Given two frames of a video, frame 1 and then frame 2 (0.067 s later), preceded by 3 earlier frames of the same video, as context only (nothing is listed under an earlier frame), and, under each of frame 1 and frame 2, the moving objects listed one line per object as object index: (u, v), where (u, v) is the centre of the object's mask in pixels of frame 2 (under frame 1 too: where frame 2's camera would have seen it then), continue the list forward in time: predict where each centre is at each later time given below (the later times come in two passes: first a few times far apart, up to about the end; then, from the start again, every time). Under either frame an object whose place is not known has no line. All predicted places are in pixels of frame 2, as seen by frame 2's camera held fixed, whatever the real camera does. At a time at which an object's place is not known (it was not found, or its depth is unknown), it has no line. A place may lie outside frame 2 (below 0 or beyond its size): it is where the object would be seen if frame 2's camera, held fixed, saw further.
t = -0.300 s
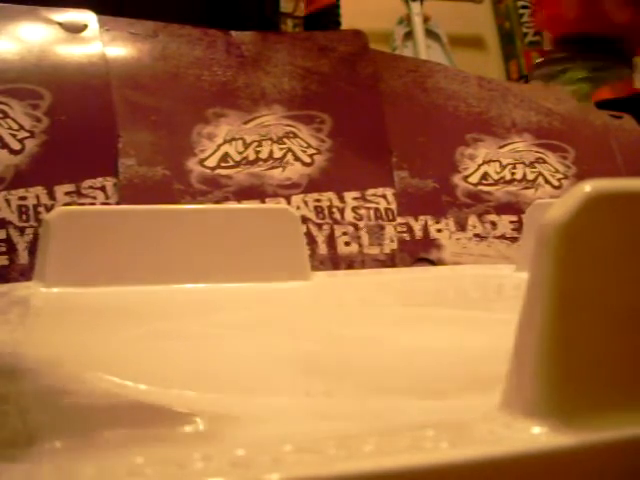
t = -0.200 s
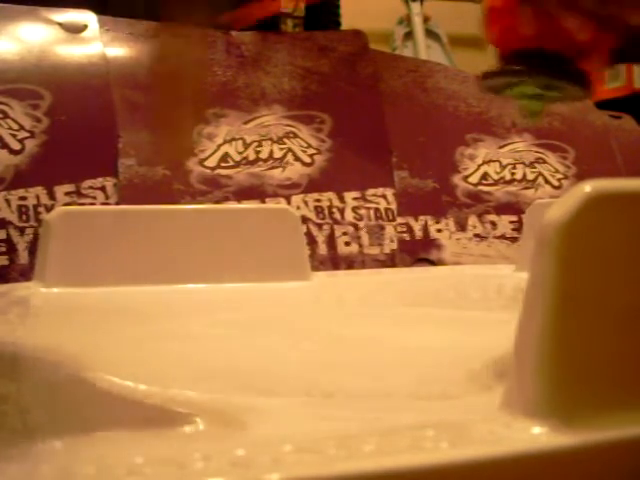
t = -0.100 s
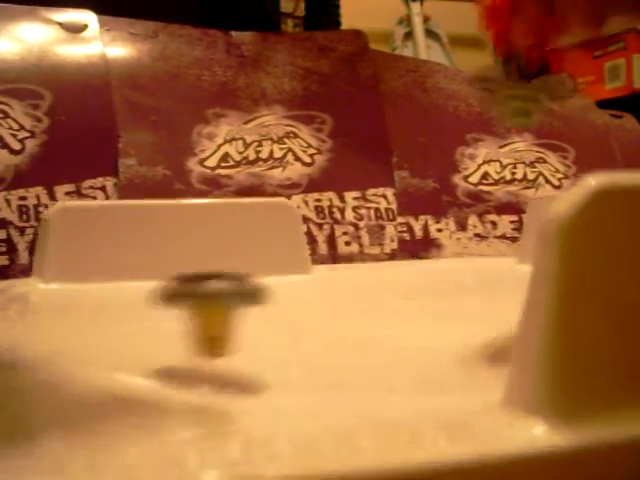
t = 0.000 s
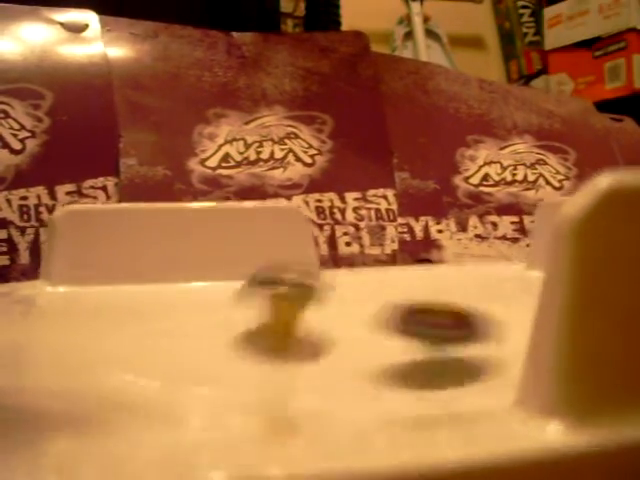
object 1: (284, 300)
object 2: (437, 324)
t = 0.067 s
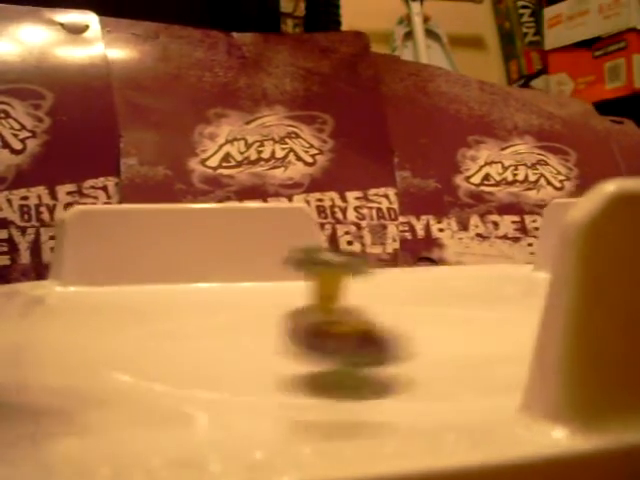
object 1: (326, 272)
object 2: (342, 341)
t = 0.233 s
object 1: (401, 269)
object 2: (192, 341)
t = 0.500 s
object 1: (401, 270)
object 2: (388, 367)
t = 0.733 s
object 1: (373, 300)
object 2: (498, 296)
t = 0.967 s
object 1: (341, 341)
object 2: (365, 265)
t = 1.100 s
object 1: (349, 348)
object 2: (289, 275)
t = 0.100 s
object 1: (348, 274)
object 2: (301, 343)
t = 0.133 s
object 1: (364, 264)
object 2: (259, 340)
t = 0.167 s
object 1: (380, 271)
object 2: (228, 338)
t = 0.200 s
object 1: (390, 264)
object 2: (205, 341)
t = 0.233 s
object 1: (401, 269)
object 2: (192, 341)
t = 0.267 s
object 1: (404, 266)
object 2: (189, 343)
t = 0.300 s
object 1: (409, 268)
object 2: (194, 348)
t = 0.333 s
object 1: (410, 268)
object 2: (207, 353)
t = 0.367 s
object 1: (409, 269)
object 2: (231, 359)
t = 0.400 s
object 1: (408, 269)
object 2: (260, 363)
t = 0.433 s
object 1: (405, 269)
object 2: (297, 365)
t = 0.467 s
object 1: (403, 270)
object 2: (340, 368)
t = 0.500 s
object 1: (401, 270)
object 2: (388, 367)
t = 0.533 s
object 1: (399, 270)
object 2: (434, 364)
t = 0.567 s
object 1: (397, 270)
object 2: (470, 359)
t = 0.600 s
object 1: (394, 272)
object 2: (490, 347)
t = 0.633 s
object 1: (390, 276)
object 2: (500, 338)
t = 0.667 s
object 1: (384, 284)
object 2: (504, 327)
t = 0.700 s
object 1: (379, 292)
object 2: (504, 312)
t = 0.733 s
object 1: (373, 300)
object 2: (498, 296)
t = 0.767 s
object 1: (366, 308)
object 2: (483, 286)
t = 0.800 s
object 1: (361, 315)
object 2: (461, 279)
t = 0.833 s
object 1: (354, 322)
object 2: (439, 274)
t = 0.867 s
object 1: (350, 328)
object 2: (420, 272)
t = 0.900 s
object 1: (346, 333)
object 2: (403, 271)
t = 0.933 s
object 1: (343, 338)
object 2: (383, 267)
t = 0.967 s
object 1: (341, 341)
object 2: (365, 265)
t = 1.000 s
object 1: (341, 344)
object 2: (341, 270)
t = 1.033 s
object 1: (343, 346)
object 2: (320, 269)
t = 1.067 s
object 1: (345, 347)
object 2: (304, 273)
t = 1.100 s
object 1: (349, 348)
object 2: (289, 275)
